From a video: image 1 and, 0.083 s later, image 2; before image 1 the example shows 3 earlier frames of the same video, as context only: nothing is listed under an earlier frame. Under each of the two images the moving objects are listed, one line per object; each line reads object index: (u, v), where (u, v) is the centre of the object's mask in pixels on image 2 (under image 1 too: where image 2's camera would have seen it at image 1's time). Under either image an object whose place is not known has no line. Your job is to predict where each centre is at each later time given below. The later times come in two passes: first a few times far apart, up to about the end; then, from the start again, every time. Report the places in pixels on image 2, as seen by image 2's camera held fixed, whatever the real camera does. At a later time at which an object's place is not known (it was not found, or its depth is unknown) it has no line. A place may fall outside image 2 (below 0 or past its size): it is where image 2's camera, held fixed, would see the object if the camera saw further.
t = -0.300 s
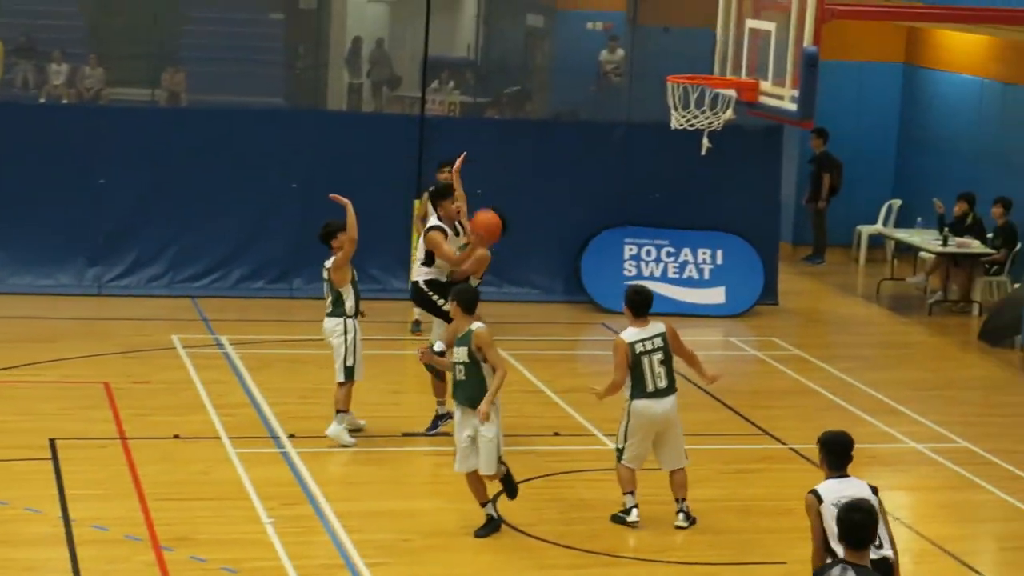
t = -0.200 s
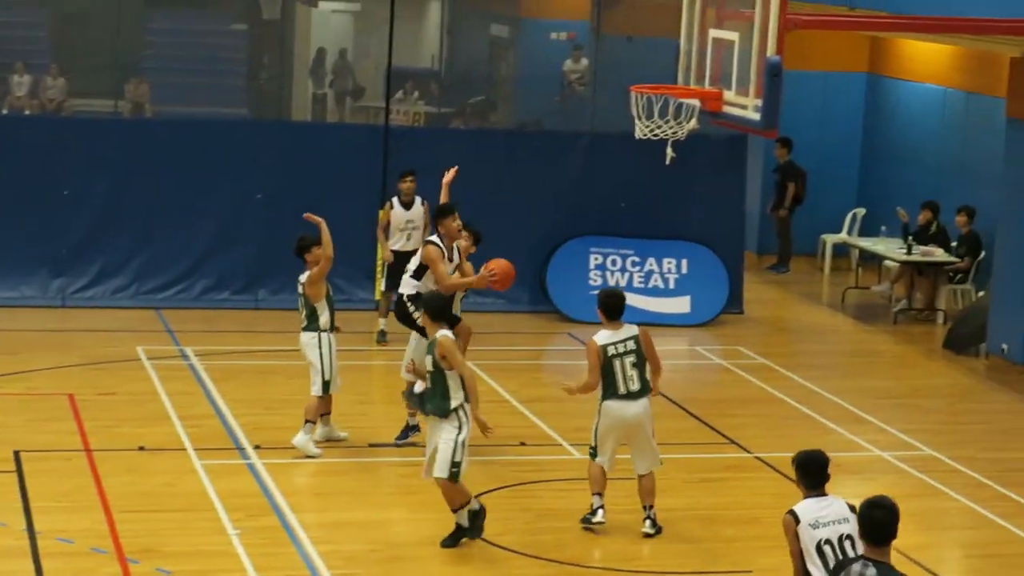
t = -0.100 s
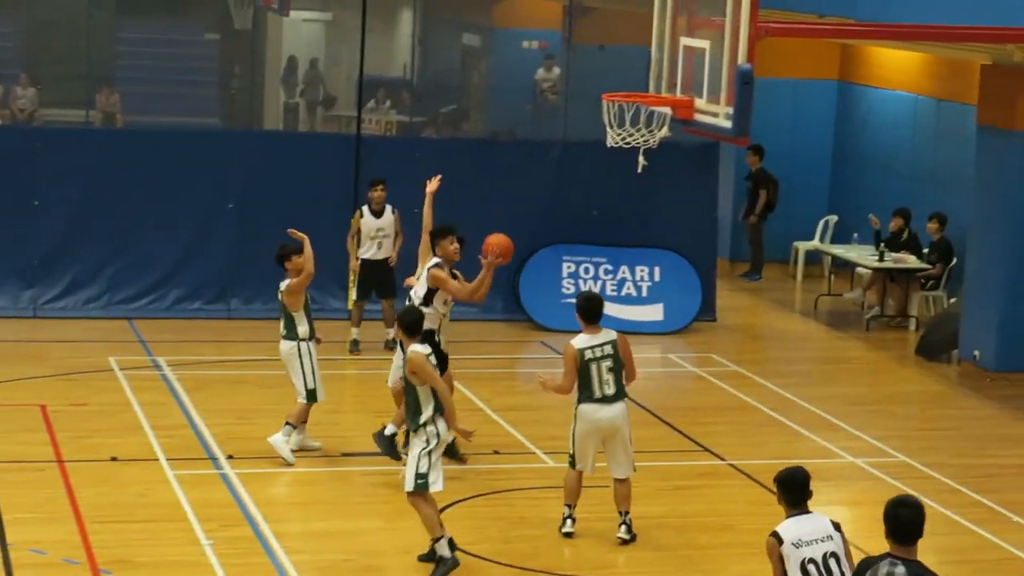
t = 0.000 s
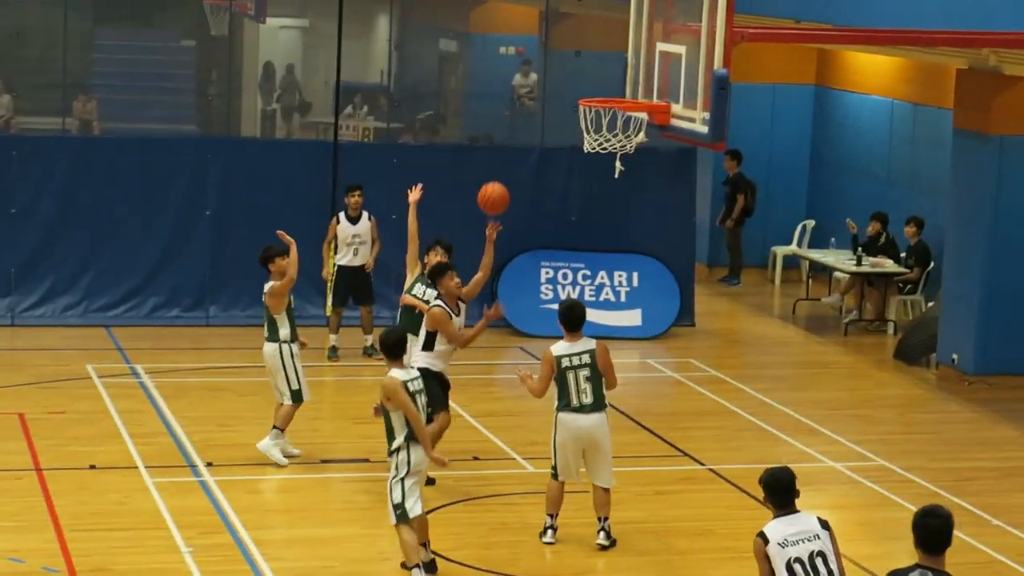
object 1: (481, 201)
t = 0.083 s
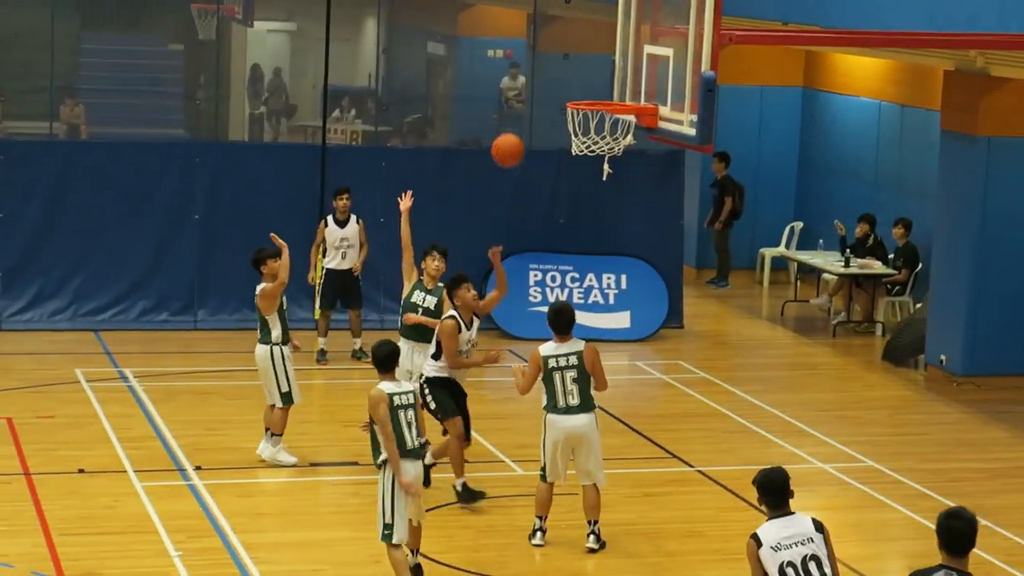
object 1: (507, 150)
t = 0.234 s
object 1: (554, 77)
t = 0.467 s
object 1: (621, 22)
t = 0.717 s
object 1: (594, 67)
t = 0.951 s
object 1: (607, 95)
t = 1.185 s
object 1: (601, 101)
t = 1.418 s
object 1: (608, 167)
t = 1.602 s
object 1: (608, 254)
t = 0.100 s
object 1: (513, 141)
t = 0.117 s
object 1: (518, 132)
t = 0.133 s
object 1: (523, 123)
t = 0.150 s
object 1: (528, 115)
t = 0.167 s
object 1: (533, 106)
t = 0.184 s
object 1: (539, 98)
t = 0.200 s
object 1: (544, 91)
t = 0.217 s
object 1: (549, 84)
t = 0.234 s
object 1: (554, 77)
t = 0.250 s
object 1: (559, 71)
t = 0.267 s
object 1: (564, 65)
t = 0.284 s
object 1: (569, 59)
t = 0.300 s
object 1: (574, 54)
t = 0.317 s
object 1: (579, 49)
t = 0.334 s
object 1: (584, 44)
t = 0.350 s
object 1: (589, 40)
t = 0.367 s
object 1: (594, 36)
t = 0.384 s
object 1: (600, 32)
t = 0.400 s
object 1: (604, 29)
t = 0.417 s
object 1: (610, 26)
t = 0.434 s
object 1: (615, 24)
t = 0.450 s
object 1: (620, 22)
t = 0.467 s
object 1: (621, 22)
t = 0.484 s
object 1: (620, 22)
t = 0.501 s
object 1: (618, 22)
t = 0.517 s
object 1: (616, 23)
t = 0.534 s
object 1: (614, 25)
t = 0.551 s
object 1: (612, 27)
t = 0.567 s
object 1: (611, 29)
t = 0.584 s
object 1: (609, 31)
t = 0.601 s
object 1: (607, 34)
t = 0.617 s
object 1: (605, 38)
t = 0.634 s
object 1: (603, 42)
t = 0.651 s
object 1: (601, 46)
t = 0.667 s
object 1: (599, 51)
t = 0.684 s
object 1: (597, 56)
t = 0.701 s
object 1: (596, 62)
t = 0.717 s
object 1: (594, 67)
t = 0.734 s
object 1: (591, 74)
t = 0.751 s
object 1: (590, 80)
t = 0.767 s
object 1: (588, 88)
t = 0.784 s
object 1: (586, 93)
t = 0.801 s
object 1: (588, 94)
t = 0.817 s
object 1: (592, 93)
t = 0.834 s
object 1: (595, 94)
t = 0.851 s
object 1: (599, 93)
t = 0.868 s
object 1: (603, 94)
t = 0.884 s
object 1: (606, 95)
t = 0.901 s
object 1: (610, 96)
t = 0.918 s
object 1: (611, 96)
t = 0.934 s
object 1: (608, 95)
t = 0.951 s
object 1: (607, 95)
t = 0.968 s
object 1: (605, 95)
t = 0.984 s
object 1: (603, 95)
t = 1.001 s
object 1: (601, 96)
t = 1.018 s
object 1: (598, 96)
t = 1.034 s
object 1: (596, 97)
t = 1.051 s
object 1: (596, 97)
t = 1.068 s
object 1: (596, 97)
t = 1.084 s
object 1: (597, 97)
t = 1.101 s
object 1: (598, 97)
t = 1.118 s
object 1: (599, 97)
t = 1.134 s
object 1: (600, 98)
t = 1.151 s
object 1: (600, 99)
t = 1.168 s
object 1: (601, 100)
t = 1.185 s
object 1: (601, 101)
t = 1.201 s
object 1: (601, 110)
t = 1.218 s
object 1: (602, 122)
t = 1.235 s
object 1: (603, 125)
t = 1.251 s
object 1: (604, 125)
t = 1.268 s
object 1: (604, 126)
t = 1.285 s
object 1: (606, 128)
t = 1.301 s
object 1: (605, 130)
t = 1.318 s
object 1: (606, 134)
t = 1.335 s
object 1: (606, 142)
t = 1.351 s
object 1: (606, 146)
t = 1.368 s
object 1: (606, 155)
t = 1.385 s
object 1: (607, 159)
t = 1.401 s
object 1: (607, 162)
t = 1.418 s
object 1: (608, 167)
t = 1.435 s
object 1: (608, 173)
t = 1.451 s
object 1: (608, 179)
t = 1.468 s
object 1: (609, 186)
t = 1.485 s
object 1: (609, 193)
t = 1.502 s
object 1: (609, 201)
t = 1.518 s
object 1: (609, 209)
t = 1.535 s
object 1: (609, 217)
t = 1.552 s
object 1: (609, 226)
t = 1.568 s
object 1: (609, 235)
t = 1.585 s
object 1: (609, 244)
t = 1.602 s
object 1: (608, 254)
